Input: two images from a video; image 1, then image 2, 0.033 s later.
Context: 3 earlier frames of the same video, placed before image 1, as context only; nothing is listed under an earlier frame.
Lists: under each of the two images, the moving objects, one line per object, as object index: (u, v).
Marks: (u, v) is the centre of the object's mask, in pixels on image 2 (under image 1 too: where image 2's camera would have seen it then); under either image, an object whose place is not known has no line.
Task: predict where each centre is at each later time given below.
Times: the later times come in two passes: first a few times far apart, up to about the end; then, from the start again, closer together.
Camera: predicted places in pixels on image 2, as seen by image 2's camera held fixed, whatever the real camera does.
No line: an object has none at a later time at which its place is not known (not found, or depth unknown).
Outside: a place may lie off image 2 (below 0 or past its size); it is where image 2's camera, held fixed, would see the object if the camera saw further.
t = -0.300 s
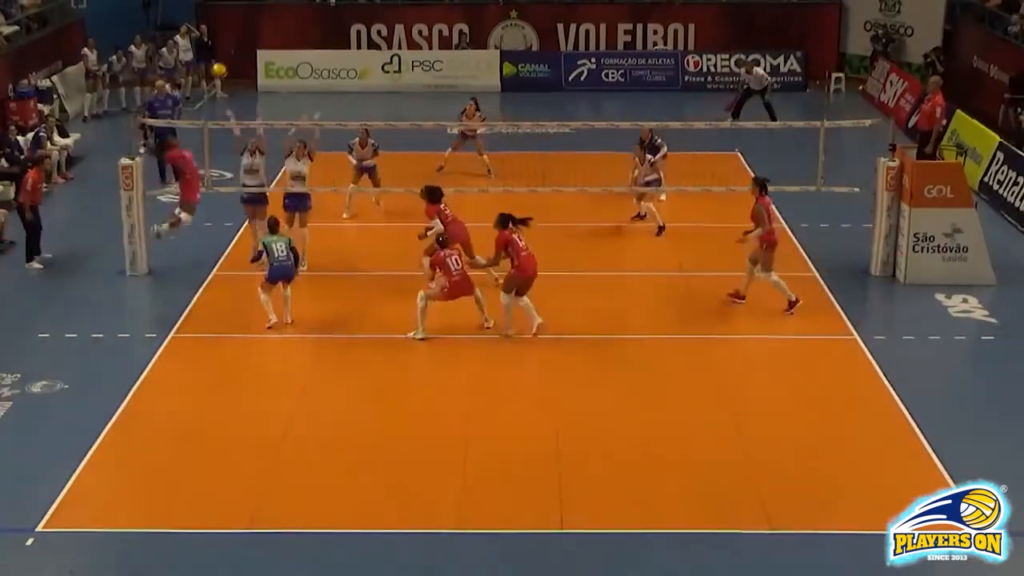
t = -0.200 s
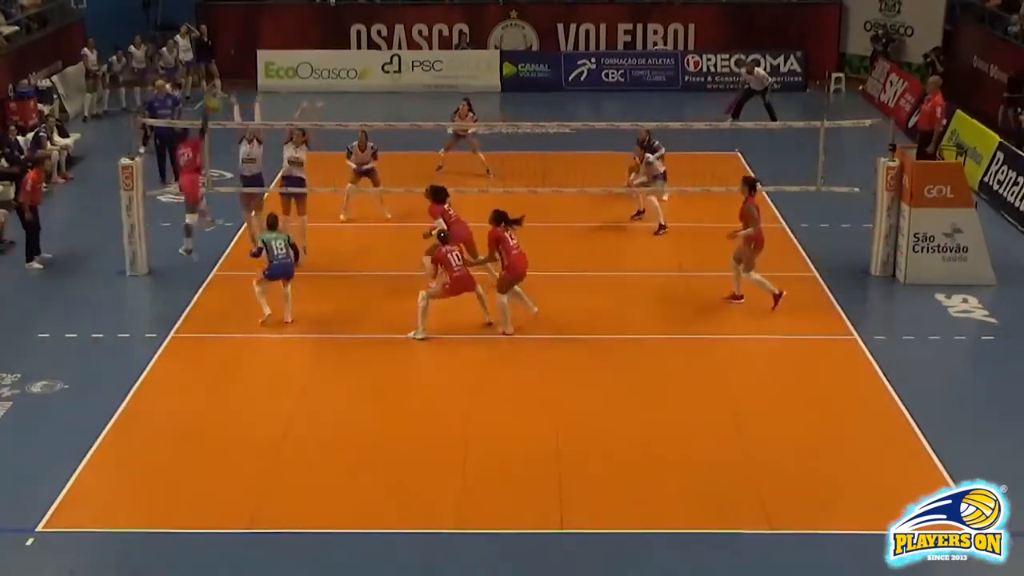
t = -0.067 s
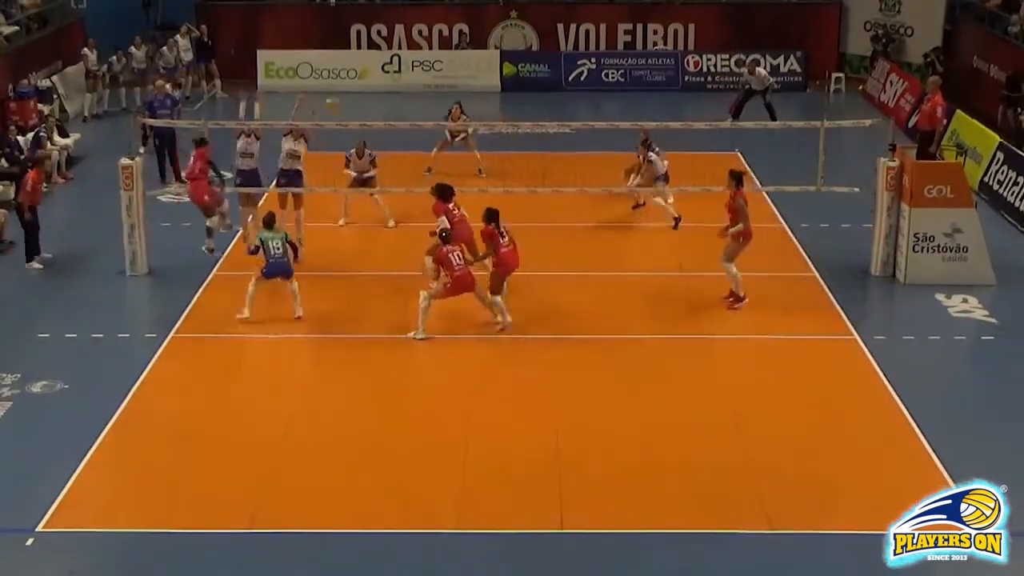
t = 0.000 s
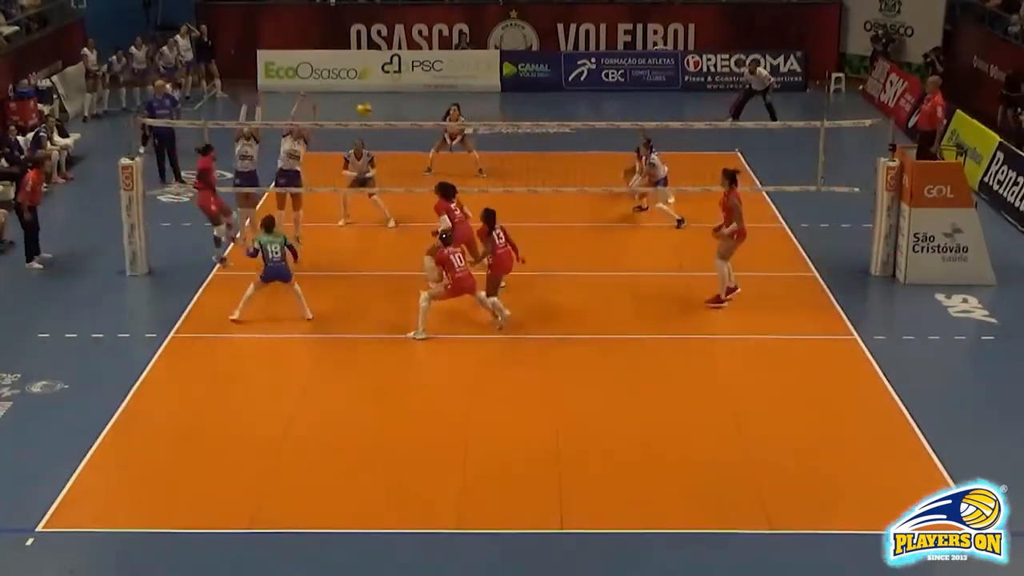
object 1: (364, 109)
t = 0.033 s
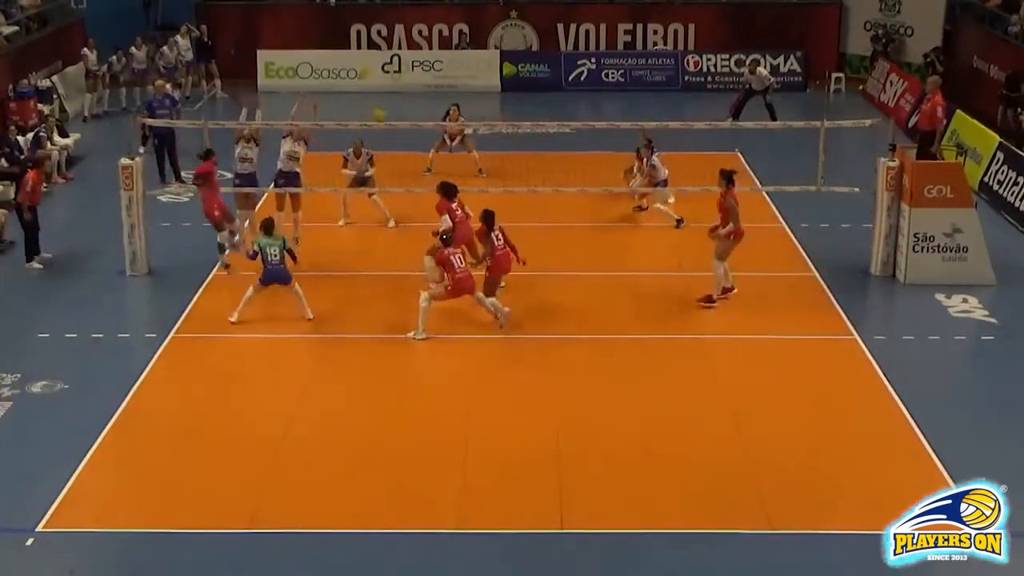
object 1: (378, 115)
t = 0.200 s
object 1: (465, 151)
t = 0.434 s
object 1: (592, 240)
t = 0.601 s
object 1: (686, 332)
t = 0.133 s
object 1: (428, 133)
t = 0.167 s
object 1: (447, 142)
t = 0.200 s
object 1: (465, 151)
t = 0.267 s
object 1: (501, 171)
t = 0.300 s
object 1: (517, 184)
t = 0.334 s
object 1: (537, 196)
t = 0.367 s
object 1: (554, 210)
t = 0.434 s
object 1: (592, 240)
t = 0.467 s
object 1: (612, 256)
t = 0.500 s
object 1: (630, 275)
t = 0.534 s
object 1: (651, 290)
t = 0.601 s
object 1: (686, 332)
